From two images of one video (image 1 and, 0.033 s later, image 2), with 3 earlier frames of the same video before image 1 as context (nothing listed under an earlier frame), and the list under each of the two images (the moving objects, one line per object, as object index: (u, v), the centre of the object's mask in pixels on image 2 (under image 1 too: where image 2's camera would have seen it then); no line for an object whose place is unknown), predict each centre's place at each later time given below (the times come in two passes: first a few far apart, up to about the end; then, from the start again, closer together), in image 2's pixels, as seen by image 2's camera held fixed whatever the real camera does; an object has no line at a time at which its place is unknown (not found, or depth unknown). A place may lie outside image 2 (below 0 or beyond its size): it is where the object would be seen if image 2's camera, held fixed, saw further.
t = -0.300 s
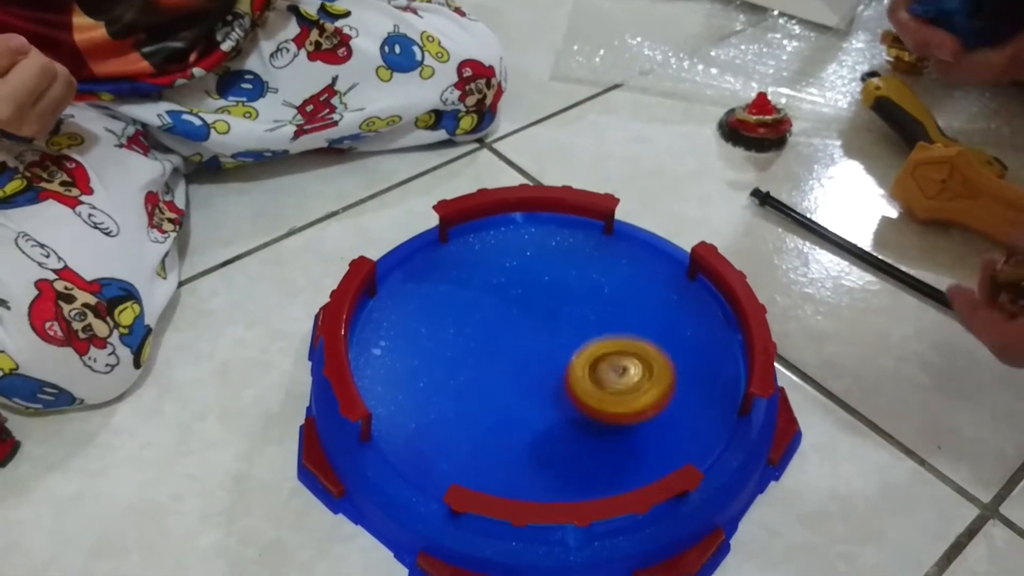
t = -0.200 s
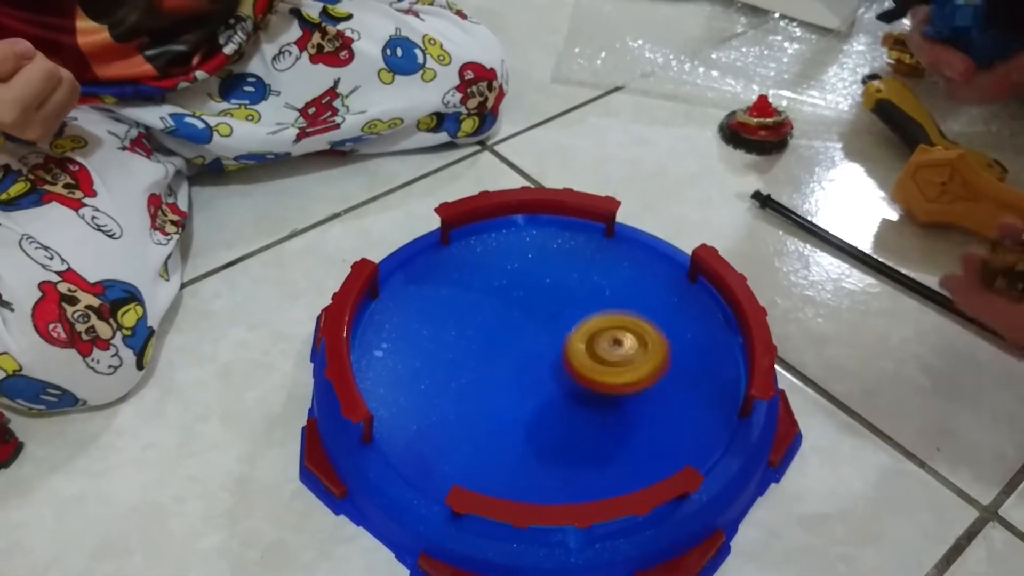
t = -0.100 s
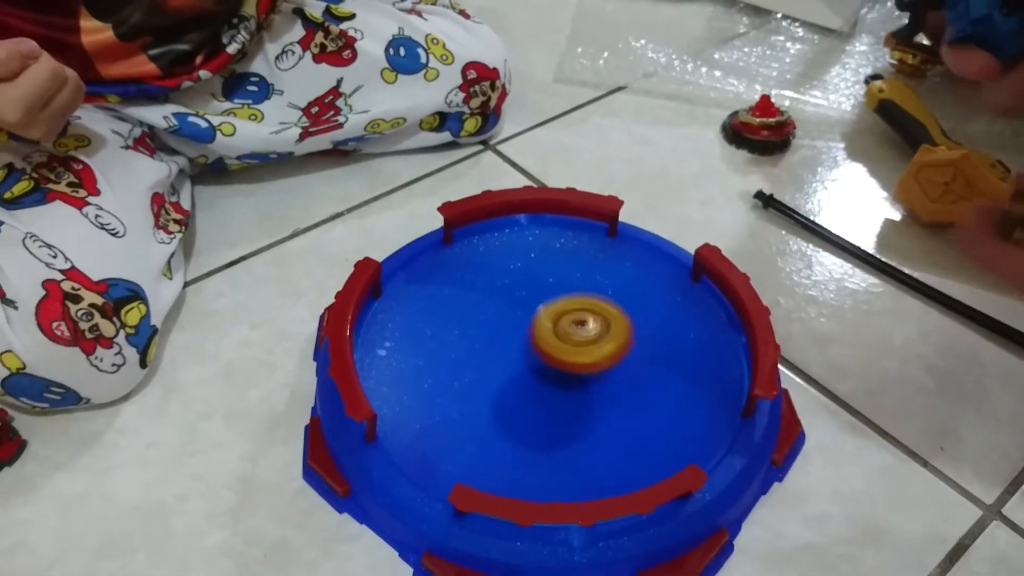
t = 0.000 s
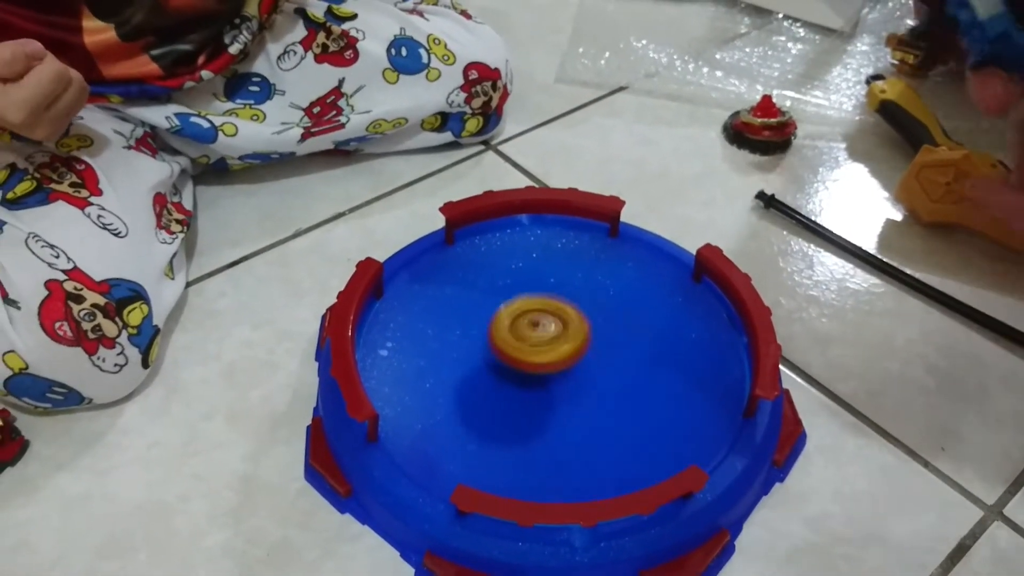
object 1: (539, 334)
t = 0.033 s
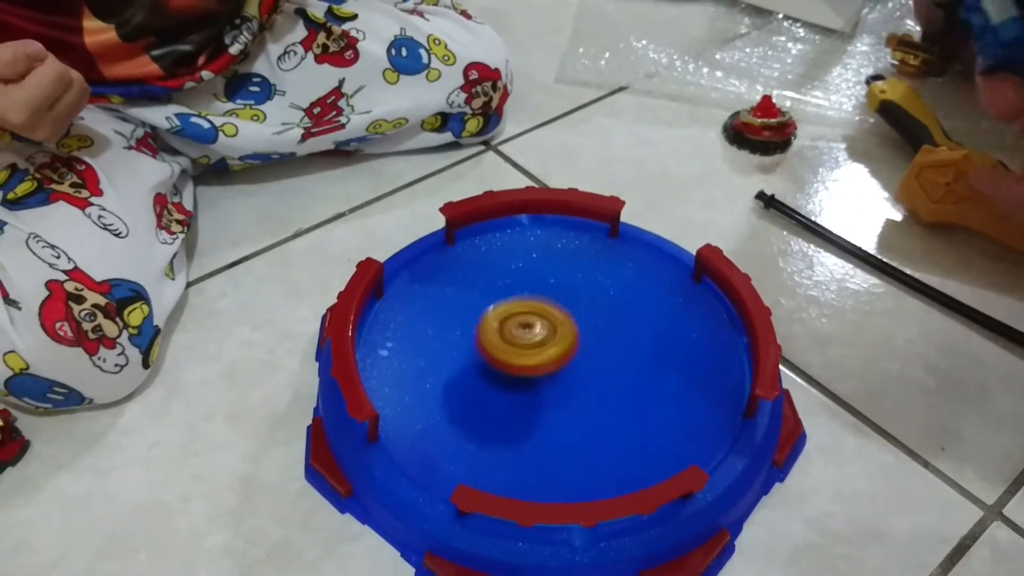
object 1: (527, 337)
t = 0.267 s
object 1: (491, 380)
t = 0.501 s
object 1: (566, 381)
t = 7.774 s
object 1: (565, 353)
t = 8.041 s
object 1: (564, 316)
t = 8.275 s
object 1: (543, 349)
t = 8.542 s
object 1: (587, 368)
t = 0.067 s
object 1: (515, 341)
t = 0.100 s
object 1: (505, 345)
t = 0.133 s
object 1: (498, 351)
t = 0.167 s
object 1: (492, 357)
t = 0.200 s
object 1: (489, 364)
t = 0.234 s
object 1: (488, 372)
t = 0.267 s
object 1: (491, 380)
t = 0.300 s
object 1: (497, 388)
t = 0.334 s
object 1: (505, 395)
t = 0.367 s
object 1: (517, 398)
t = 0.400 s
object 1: (531, 399)
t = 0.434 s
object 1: (546, 396)
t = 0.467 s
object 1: (557, 390)
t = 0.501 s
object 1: (566, 381)
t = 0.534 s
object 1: (570, 371)
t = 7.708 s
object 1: (552, 359)
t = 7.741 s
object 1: (559, 356)
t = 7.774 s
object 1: (565, 353)
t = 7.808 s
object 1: (571, 348)
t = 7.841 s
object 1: (576, 343)
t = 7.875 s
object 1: (579, 338)
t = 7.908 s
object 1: (579, 332)
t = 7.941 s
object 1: (578, 327)
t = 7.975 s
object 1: (574, 322)
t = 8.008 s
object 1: (569, 318)
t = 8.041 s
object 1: (564, 316)
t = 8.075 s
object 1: (558, 316)
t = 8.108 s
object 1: (552, 319)
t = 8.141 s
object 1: (546, 322)
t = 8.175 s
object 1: (541, 328)
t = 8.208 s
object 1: (539, 335)
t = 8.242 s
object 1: (540, 343)
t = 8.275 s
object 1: (543, 349)
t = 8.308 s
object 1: (547, 354)
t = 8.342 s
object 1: (551, 359)
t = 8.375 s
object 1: (555, 364)
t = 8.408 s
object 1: (561, 367)
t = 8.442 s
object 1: (567, 370)
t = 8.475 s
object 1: (574, 371)
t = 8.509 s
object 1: (582, 371)
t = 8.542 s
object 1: (587, 368)
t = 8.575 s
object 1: (592, 366)
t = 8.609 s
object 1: (594, 362)
